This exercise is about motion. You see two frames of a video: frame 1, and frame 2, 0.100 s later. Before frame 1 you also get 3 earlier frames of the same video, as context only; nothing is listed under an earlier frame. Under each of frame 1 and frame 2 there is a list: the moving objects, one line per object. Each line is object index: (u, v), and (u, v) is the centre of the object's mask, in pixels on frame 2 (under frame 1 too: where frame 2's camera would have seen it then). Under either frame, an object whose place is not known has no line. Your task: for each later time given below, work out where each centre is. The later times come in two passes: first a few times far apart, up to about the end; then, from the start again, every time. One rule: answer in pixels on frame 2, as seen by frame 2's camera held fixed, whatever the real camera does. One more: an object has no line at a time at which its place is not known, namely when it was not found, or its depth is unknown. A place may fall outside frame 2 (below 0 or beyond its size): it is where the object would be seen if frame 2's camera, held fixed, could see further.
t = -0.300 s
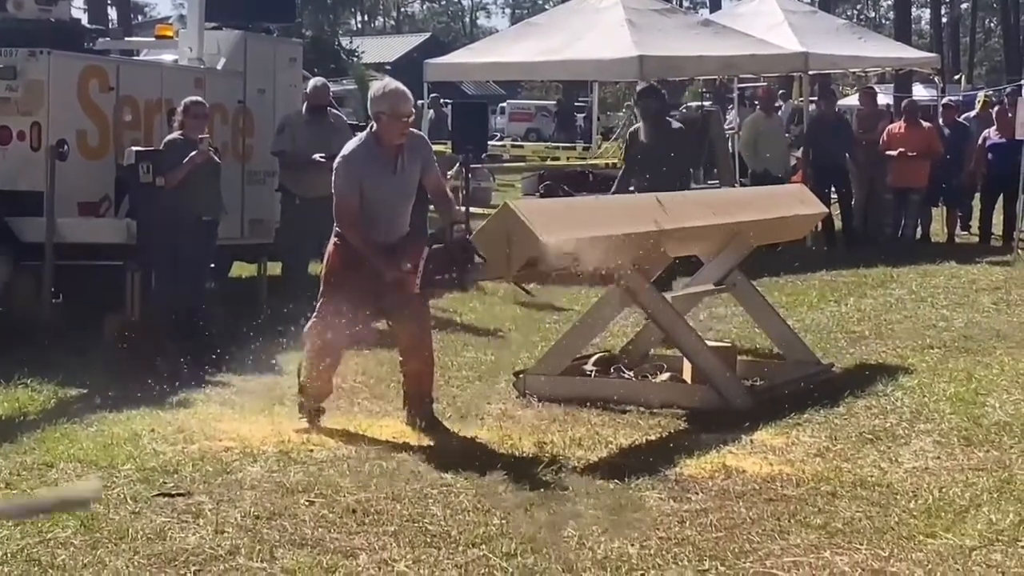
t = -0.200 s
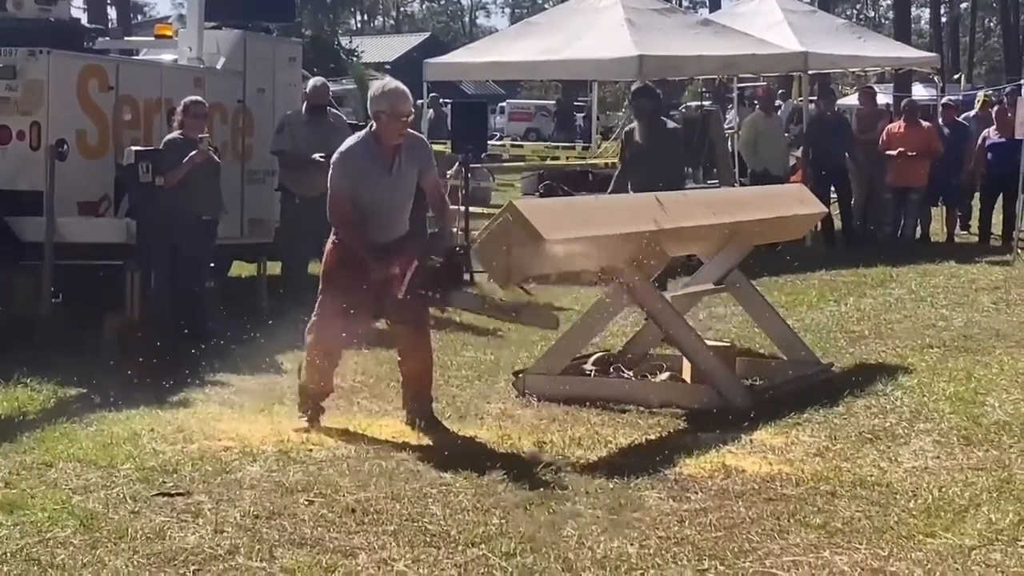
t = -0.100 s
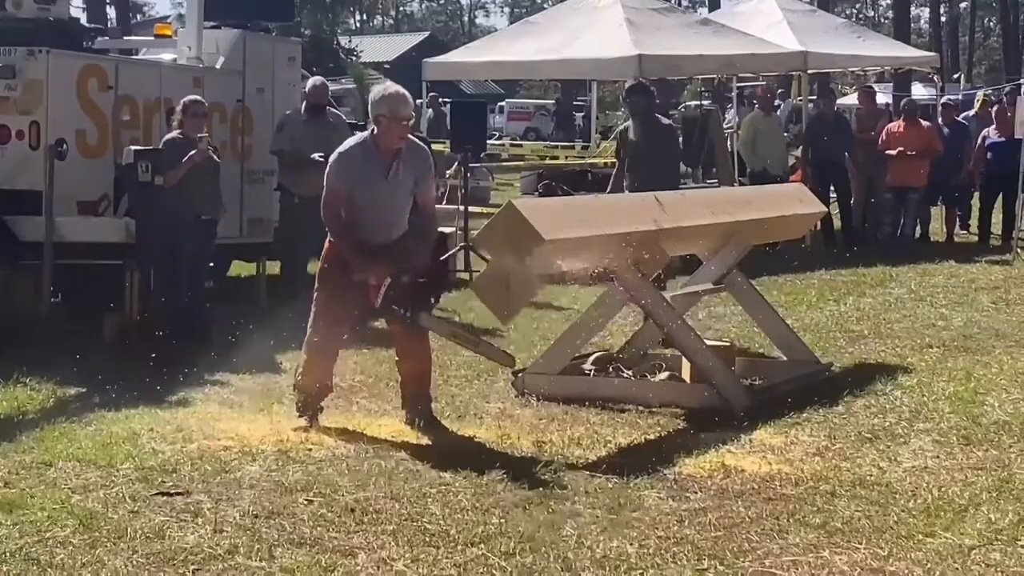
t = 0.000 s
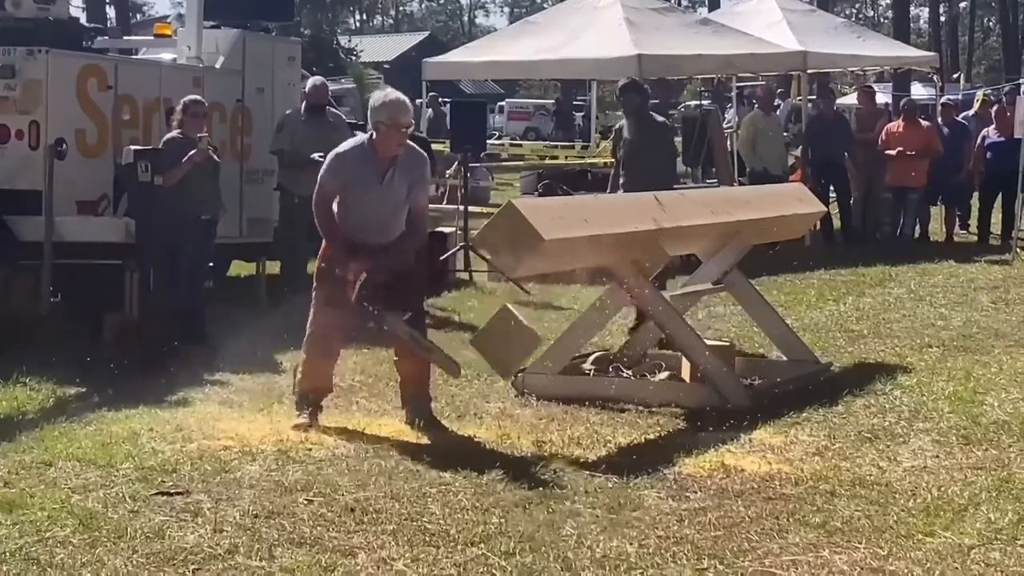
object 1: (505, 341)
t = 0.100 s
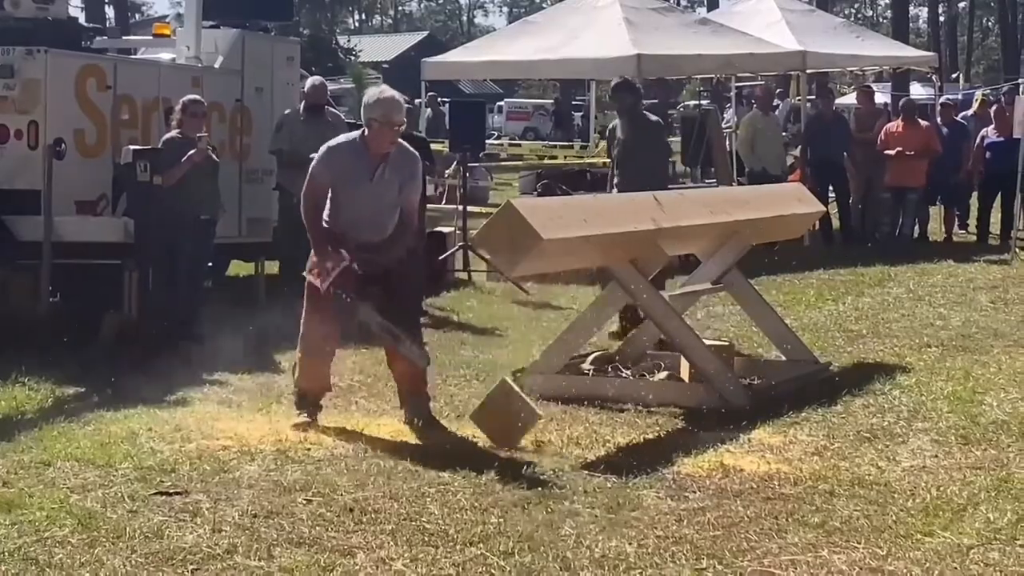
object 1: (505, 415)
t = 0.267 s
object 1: (501, 407)
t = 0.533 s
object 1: (516, 433)
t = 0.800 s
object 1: (511, 433)
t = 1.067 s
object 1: (514, 433)
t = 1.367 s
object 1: (513, 433)
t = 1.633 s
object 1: (513, 433)
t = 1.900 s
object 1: (513, 433)
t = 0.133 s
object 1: (505, 409)
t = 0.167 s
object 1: (504, 405)
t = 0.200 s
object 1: (503, 404)
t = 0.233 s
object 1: (502, 404)
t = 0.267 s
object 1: (501, 407)
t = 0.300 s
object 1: (501, 411)
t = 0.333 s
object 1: (500, 418)
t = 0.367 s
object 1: (502, 422)
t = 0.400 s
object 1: (506, 426)
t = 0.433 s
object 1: (508, 430)
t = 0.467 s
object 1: (509, 432)
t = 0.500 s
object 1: (515, 432)
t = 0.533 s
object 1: (516, 433)
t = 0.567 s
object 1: (515, 433)
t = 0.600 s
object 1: (514, 433)
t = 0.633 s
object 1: (514, 433)
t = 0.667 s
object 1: (513, 433)
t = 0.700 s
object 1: (513, 433)
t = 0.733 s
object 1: (512, 433)
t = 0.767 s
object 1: (511, 433)
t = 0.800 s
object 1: (511, 433)
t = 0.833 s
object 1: (512, 433)
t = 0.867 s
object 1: (513, 433)
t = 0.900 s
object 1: (514, 433)
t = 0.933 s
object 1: (514, 433)
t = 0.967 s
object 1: (513, 433)
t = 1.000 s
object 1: (514, 433)
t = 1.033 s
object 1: (513, 433)
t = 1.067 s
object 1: (514, 433)
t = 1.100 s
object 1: (514, 433)
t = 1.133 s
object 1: (514, 433)
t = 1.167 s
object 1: (513, 433)
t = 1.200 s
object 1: (513, 433)
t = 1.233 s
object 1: (513, 433)
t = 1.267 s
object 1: (513, 433)
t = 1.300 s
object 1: (513, 433)
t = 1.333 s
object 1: (513, 433)
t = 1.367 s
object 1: (513, 433)
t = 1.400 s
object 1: (513, 433)
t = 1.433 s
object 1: (514, 433)
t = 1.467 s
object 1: (513, 433)
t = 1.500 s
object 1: (513, 433)
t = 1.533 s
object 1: (513, 433)
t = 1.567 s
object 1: (513, 433)
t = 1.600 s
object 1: (513, 433)
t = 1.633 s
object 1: (513, 433)
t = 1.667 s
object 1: (512, 433)
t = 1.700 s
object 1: (512, 433)
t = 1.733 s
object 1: (513, 433)
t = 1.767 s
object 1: (512, 433)
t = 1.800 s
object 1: (513, 433)
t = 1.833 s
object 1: (513, 433)
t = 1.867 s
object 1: (513, 433)
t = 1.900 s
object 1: (513, 433)
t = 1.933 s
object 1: (513, 433)
